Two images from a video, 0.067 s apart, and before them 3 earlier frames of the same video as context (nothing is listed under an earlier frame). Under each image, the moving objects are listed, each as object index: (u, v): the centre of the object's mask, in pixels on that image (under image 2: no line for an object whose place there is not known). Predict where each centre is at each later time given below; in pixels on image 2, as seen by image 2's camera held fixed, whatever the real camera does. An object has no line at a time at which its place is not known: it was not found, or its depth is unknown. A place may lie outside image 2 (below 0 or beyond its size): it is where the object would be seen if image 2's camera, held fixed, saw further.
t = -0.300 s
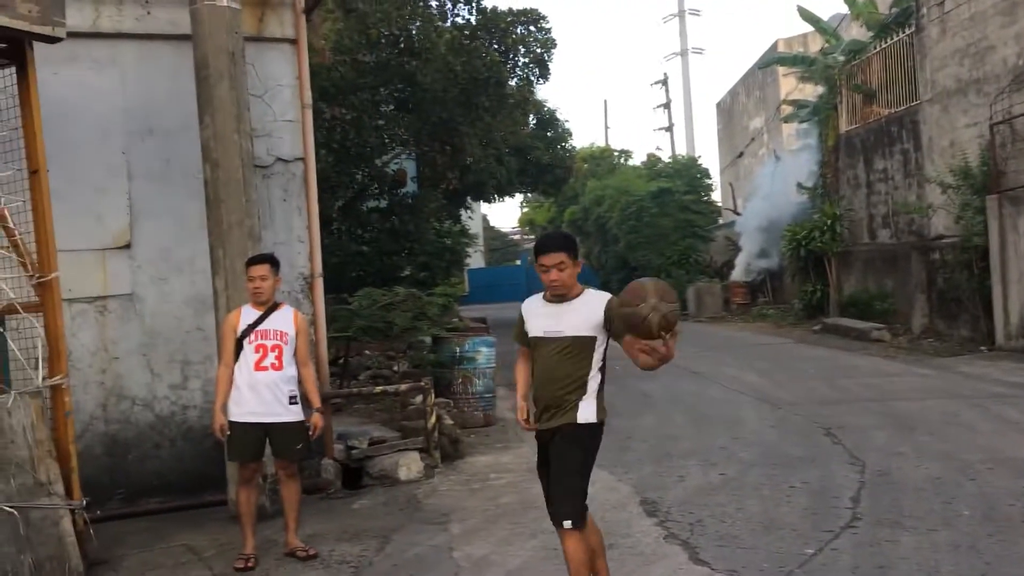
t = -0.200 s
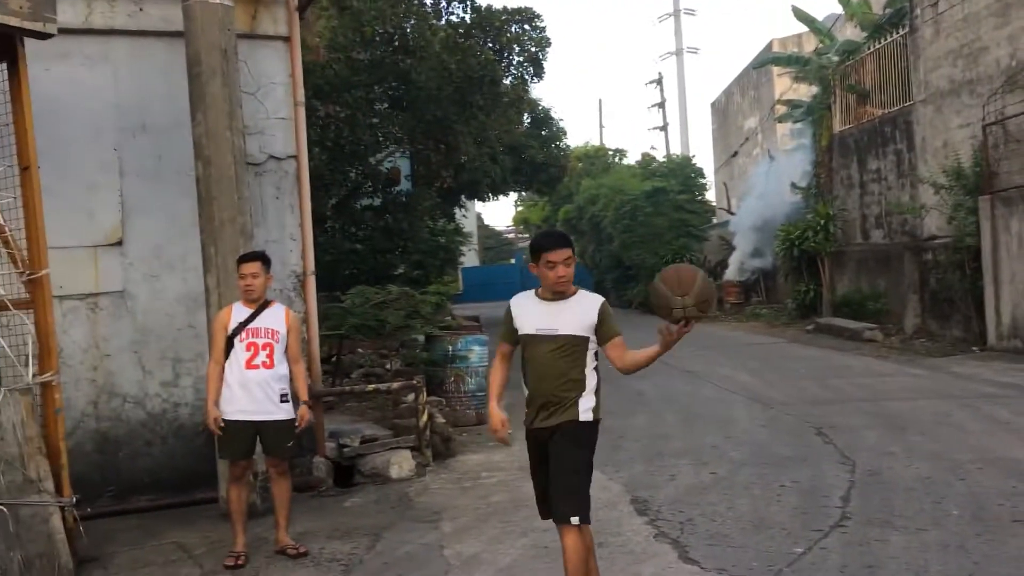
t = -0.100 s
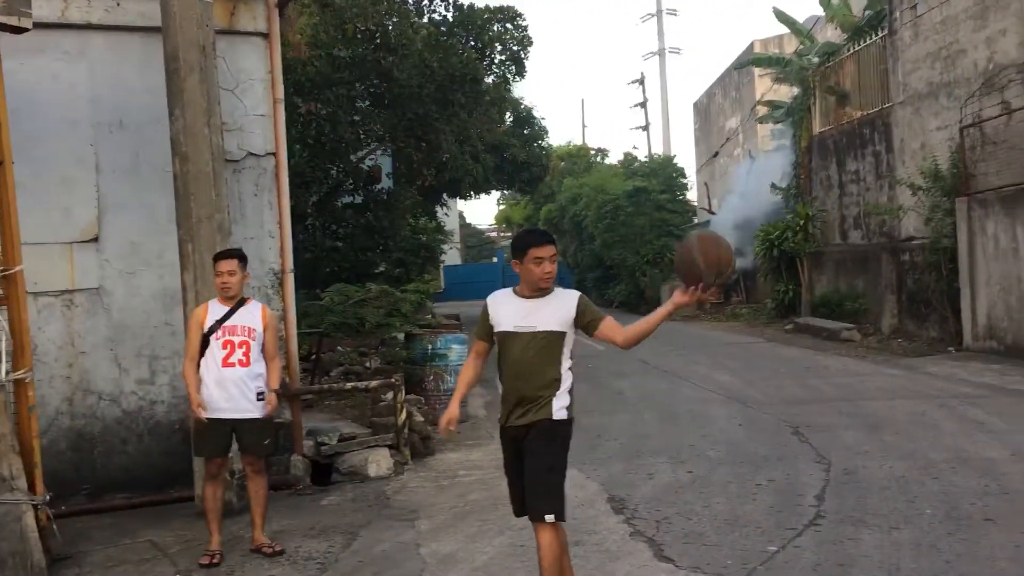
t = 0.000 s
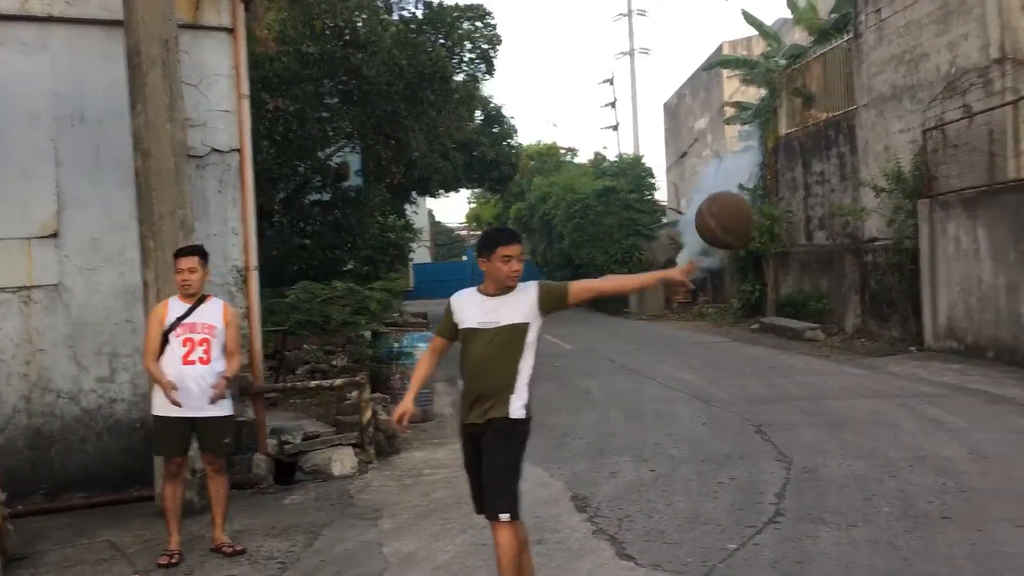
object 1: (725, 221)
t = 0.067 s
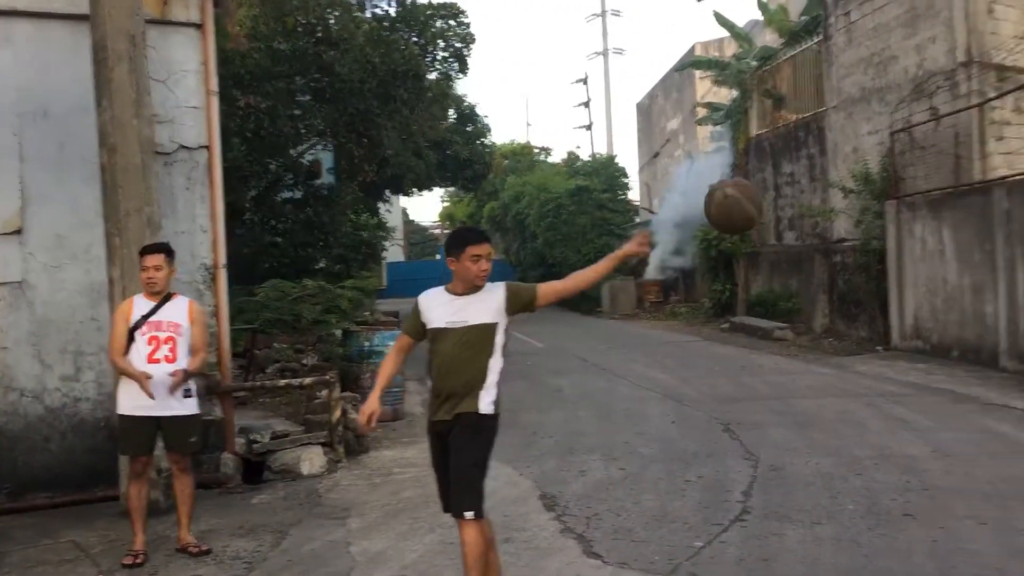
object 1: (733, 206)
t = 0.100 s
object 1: (753, 203)
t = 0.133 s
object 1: (772, 204)
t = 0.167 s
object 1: (785, 206)
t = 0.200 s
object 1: (803, 210)
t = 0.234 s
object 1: (820, 217)
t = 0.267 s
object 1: (840, 226)
